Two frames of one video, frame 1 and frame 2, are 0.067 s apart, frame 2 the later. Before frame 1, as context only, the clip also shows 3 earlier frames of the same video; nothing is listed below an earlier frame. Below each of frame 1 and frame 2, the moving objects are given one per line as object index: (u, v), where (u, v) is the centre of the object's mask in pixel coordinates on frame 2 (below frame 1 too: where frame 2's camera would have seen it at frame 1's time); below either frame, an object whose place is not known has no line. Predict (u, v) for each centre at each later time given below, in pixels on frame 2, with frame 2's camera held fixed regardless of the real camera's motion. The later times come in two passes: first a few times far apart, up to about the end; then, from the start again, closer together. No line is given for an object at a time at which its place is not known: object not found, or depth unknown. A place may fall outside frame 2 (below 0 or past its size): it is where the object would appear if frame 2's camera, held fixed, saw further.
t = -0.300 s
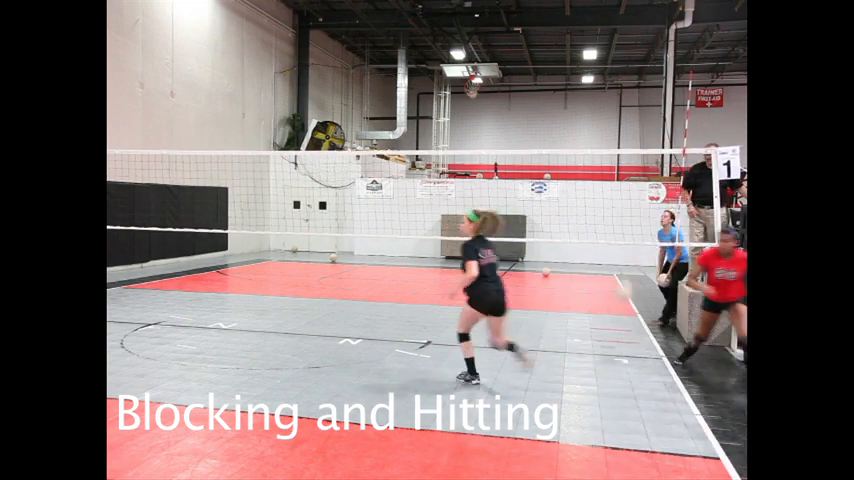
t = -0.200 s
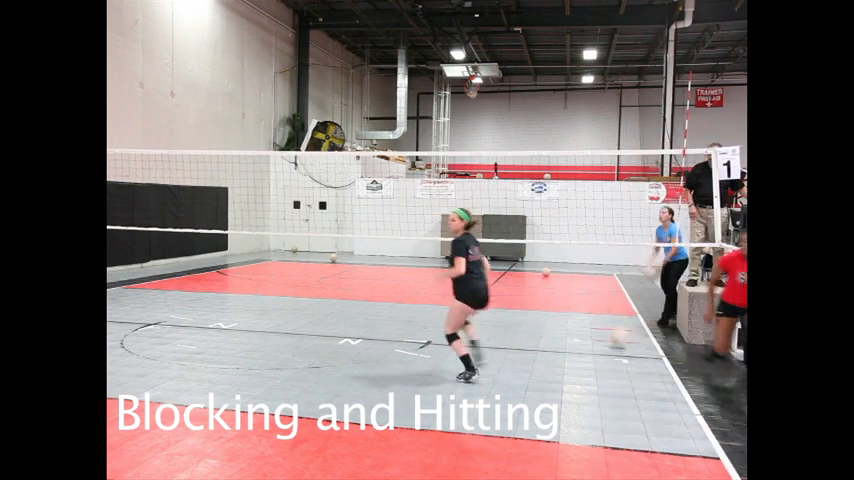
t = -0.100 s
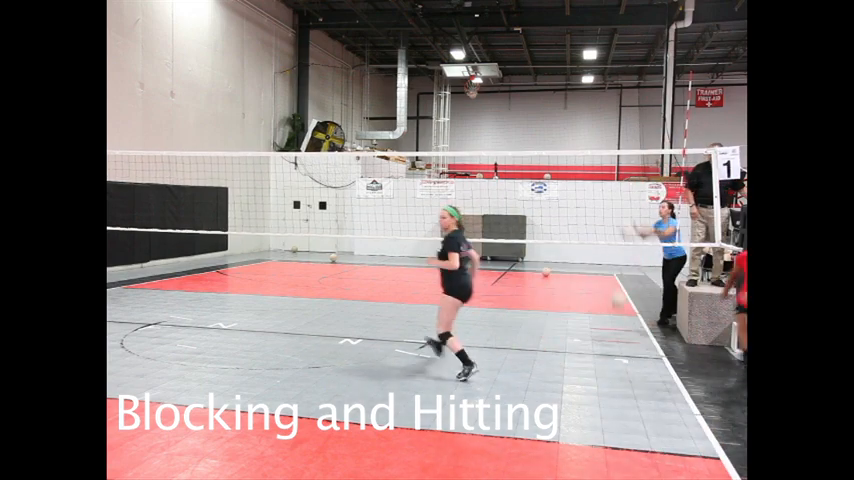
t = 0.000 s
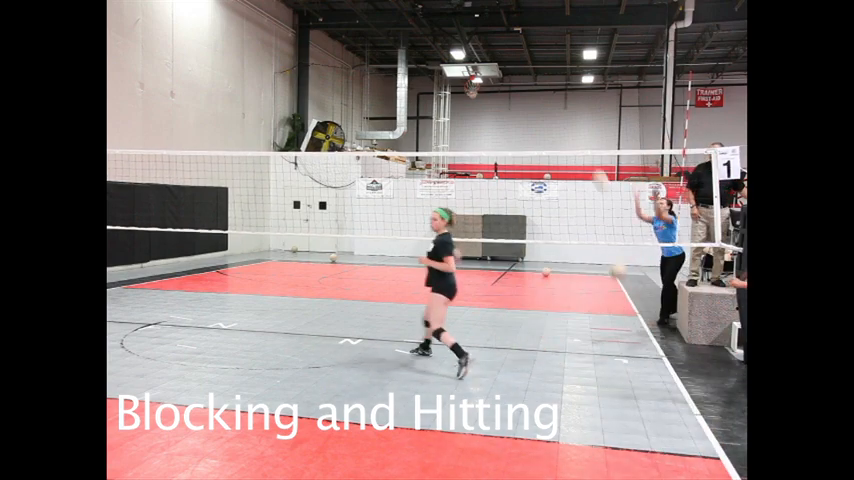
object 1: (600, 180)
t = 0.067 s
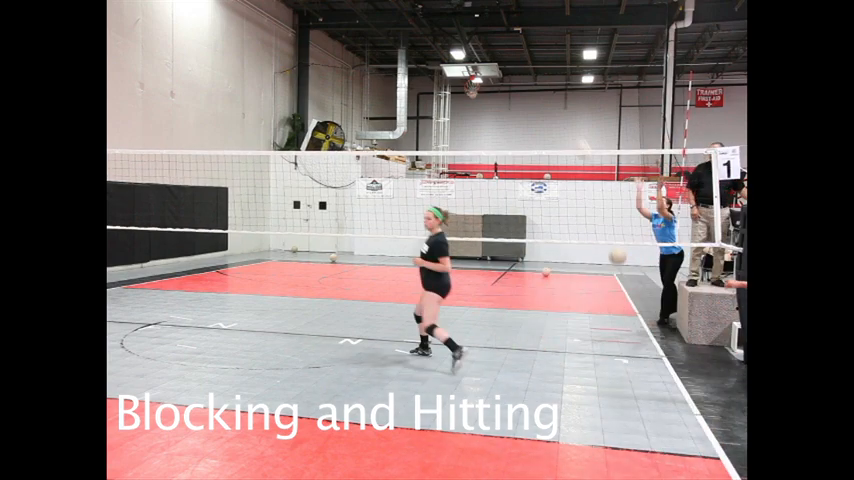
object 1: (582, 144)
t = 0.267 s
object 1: (524, 71)
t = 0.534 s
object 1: (433, 5)
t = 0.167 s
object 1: (555, 107)
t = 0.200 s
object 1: (545, 95)
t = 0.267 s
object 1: (524, 71)
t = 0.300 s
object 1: (514, 60)
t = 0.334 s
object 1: (503, 50)
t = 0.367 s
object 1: (492, 40)
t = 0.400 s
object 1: (480, 30)
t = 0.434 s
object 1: (469, 22)
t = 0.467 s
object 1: (457, 14)
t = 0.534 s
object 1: (433, 5)
